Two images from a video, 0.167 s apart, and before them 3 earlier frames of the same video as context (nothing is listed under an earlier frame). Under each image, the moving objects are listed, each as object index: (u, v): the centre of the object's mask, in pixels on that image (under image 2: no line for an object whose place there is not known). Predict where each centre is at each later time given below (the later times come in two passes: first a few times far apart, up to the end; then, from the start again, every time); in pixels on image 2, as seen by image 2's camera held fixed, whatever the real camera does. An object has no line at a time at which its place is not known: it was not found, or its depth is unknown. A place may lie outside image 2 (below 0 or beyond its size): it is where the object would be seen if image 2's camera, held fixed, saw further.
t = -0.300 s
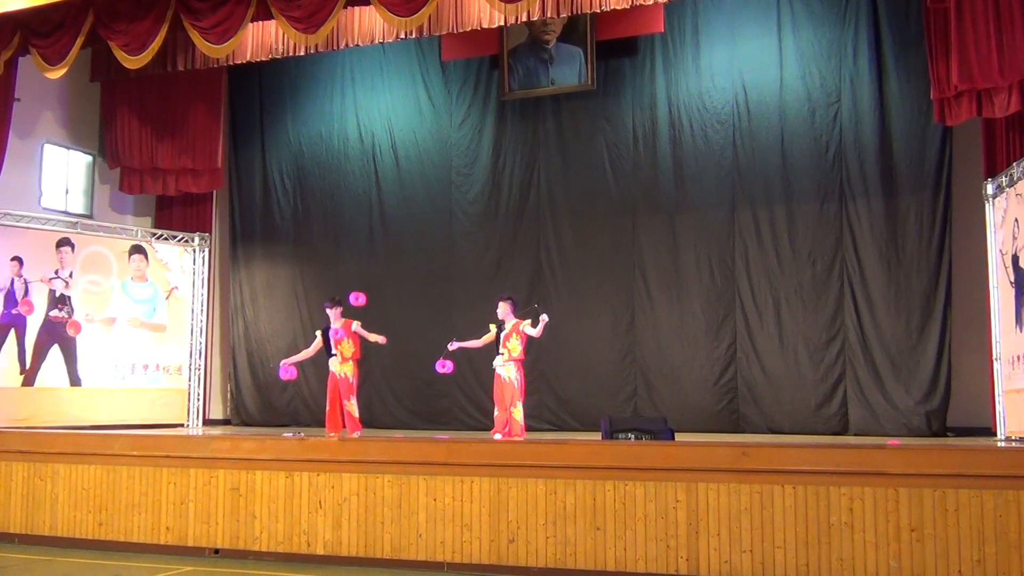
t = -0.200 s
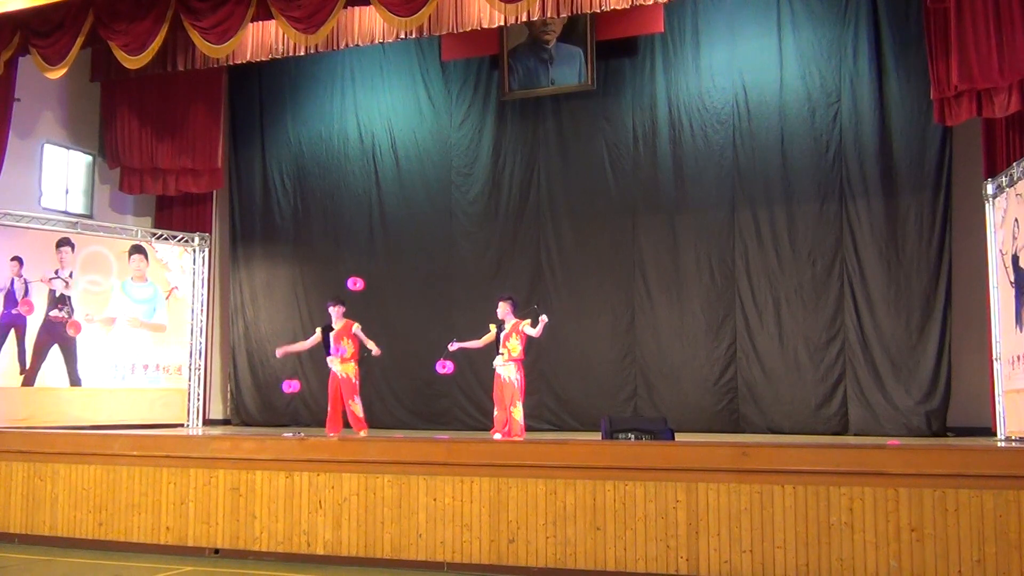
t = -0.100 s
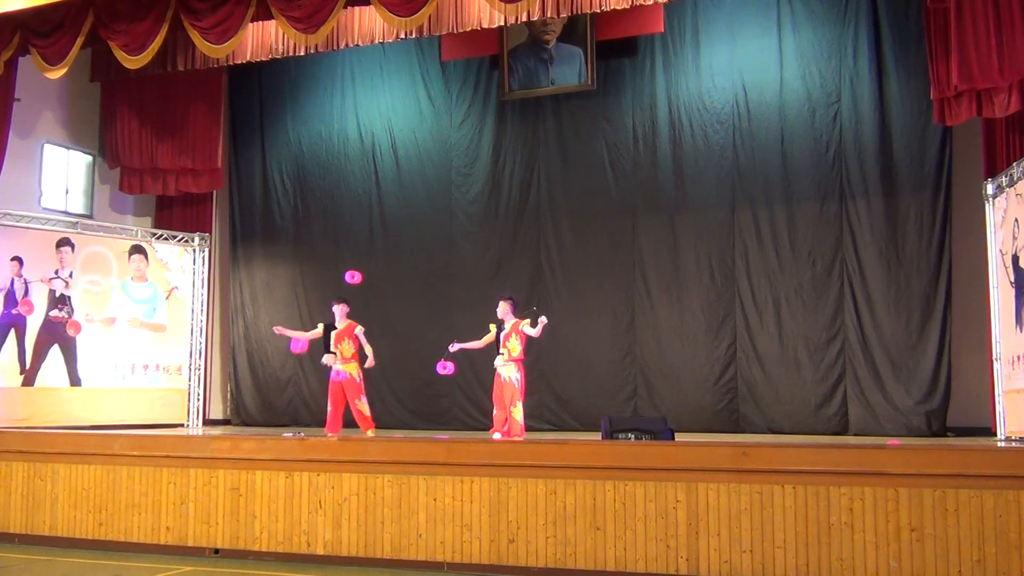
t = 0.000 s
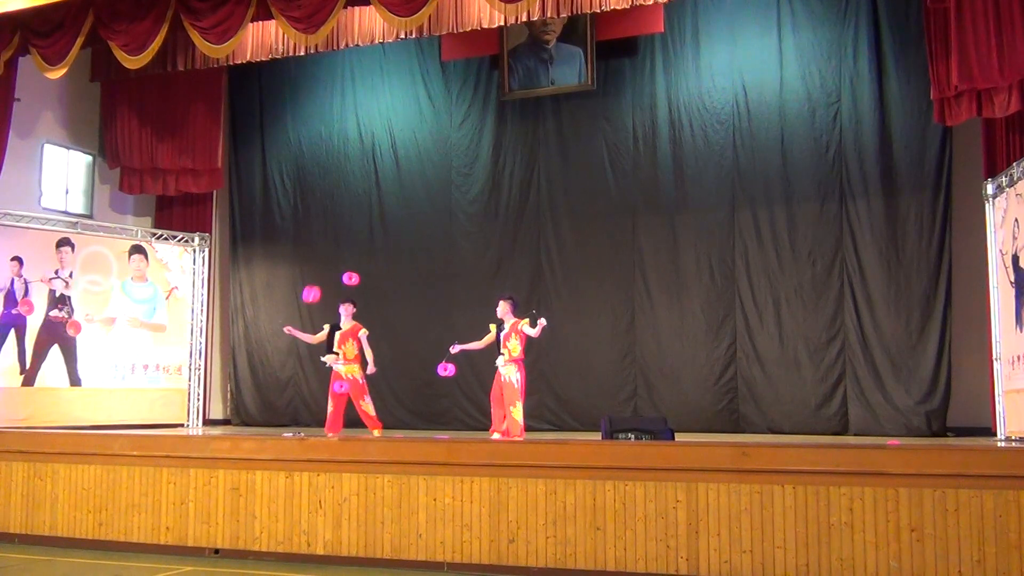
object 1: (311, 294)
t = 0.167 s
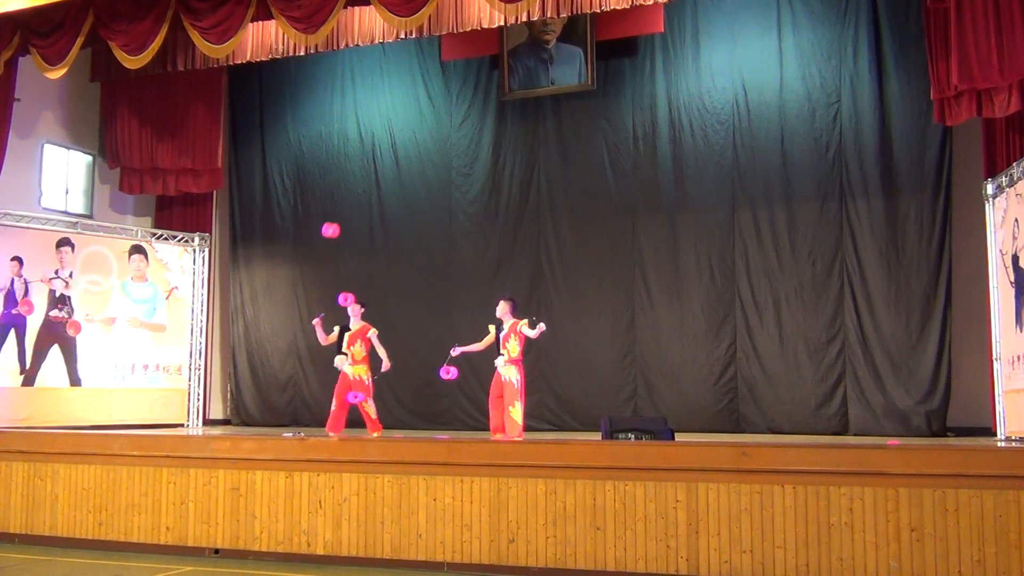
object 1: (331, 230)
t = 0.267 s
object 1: (342, 203)
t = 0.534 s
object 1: (371, 170)
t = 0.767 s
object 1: (395, 189)
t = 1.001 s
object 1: (419, 253)
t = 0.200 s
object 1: (335, 220)
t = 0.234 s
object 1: (338, 211)
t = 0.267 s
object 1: (342, 203)
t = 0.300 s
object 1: (346, 196)
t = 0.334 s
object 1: (349, 189)
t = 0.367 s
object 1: (353, 184)
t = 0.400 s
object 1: (357, 179)
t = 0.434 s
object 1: (360, 176)
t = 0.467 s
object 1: (364, 173)
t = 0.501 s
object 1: (367, 171)
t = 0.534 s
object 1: (371, 170)
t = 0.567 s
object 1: (374, 170)
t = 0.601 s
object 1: (378, 171)
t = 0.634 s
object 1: (381, 172)
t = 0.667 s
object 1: (385, 175)
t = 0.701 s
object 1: (388, 179)
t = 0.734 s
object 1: (392, 183)
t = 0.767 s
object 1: (395, 189)
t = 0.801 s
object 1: (399, 195)
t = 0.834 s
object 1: (402, 203)
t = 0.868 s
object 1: (405, 211)
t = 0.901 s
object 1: (409, 220)
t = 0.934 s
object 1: (412, 230)
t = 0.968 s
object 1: (415, 241)
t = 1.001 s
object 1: (419, 253)
